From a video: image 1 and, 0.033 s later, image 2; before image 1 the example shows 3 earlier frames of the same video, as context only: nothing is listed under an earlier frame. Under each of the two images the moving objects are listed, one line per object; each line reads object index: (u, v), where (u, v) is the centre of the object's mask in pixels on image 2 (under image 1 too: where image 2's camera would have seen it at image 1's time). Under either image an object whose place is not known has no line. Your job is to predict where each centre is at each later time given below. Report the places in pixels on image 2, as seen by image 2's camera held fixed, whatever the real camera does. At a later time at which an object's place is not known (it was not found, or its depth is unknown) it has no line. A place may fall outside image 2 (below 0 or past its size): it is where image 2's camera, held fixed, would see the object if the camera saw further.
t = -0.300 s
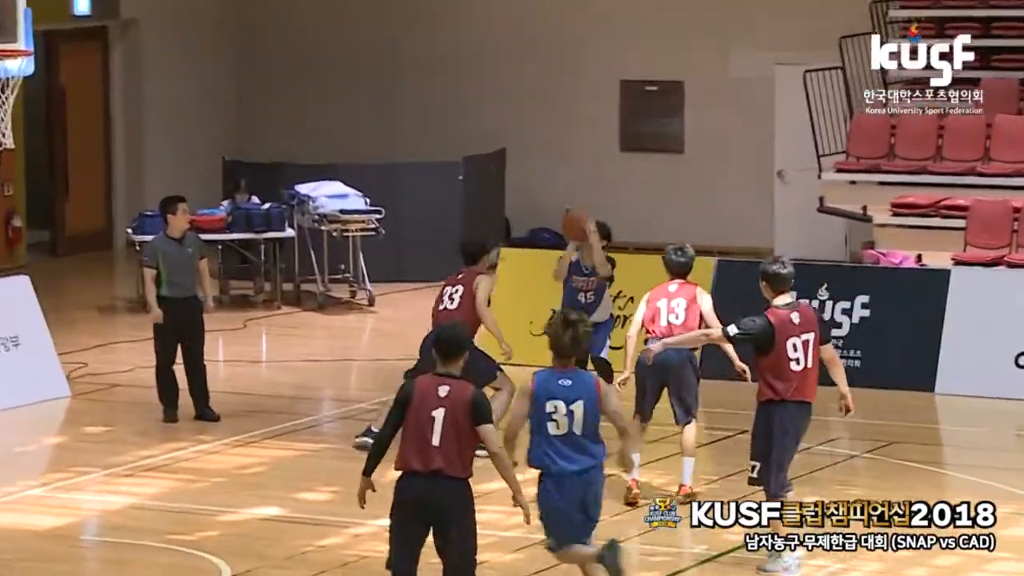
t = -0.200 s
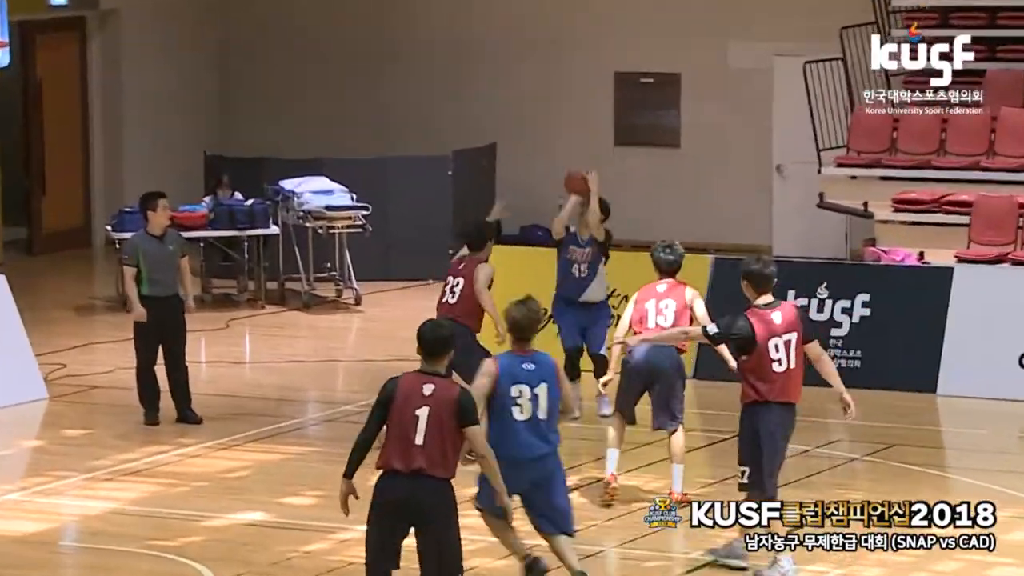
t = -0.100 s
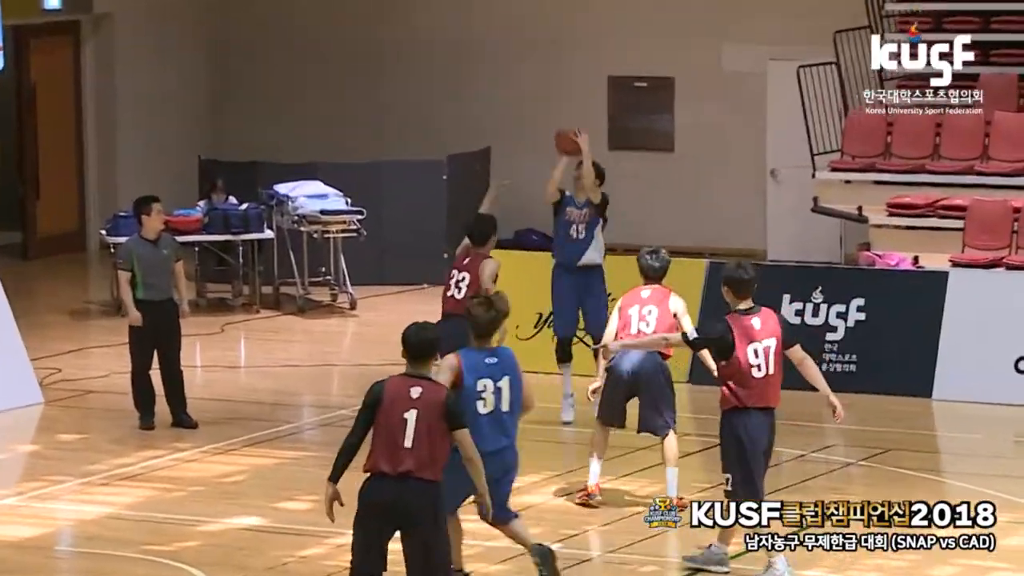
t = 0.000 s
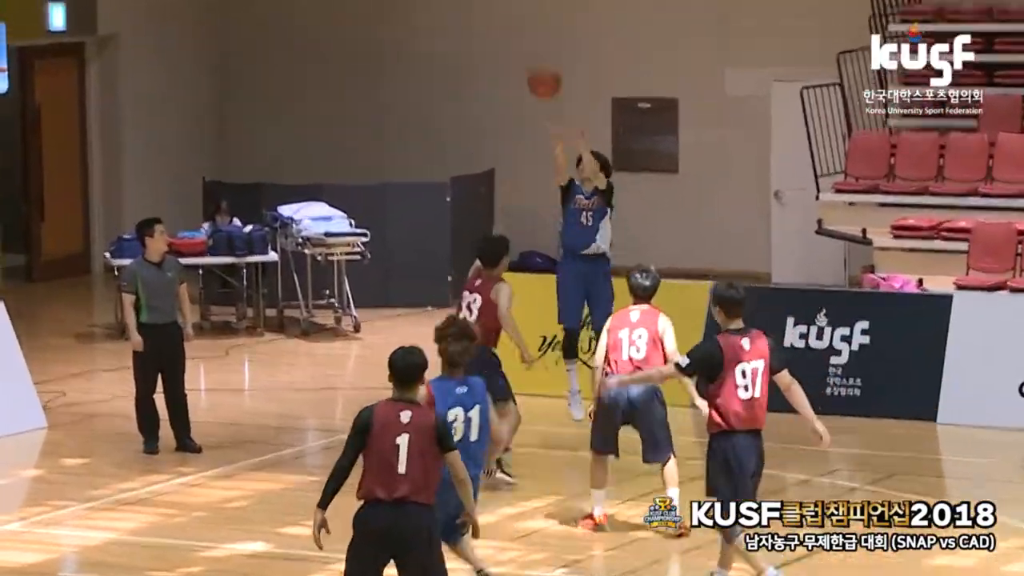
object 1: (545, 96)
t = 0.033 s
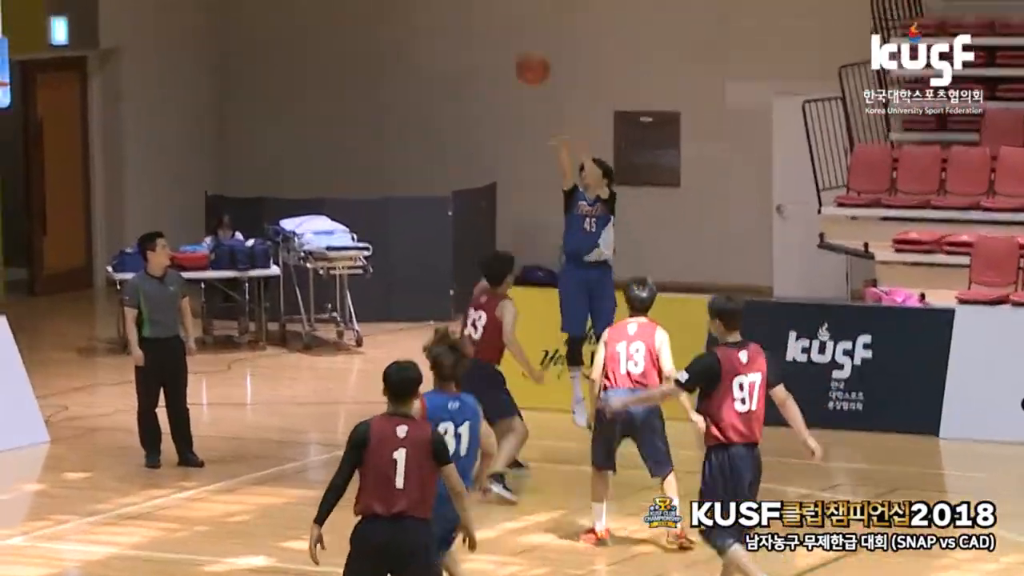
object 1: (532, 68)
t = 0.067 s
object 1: (518, 42)
